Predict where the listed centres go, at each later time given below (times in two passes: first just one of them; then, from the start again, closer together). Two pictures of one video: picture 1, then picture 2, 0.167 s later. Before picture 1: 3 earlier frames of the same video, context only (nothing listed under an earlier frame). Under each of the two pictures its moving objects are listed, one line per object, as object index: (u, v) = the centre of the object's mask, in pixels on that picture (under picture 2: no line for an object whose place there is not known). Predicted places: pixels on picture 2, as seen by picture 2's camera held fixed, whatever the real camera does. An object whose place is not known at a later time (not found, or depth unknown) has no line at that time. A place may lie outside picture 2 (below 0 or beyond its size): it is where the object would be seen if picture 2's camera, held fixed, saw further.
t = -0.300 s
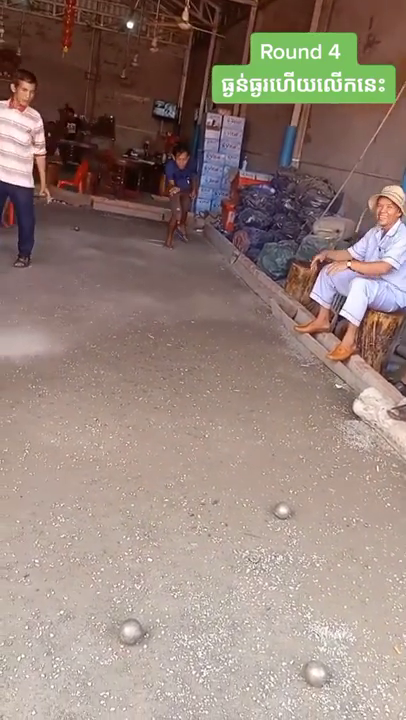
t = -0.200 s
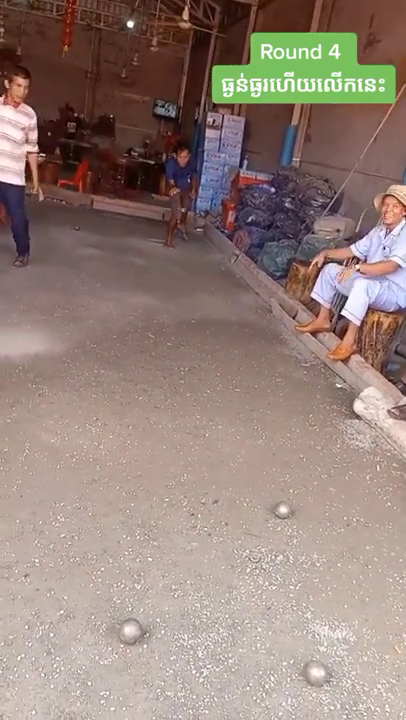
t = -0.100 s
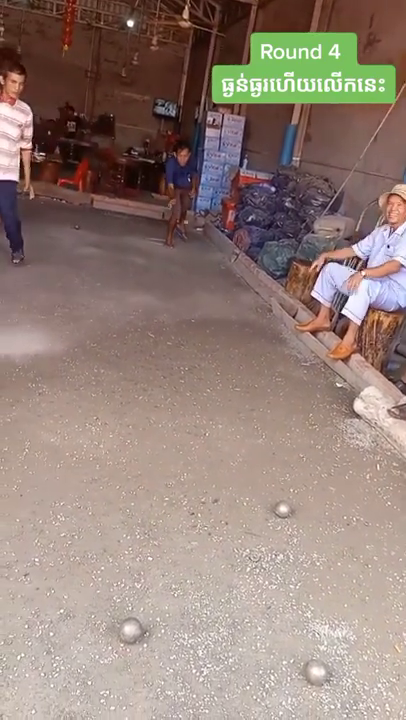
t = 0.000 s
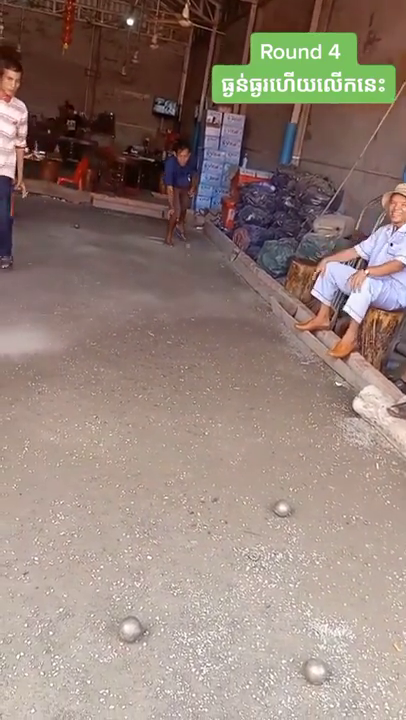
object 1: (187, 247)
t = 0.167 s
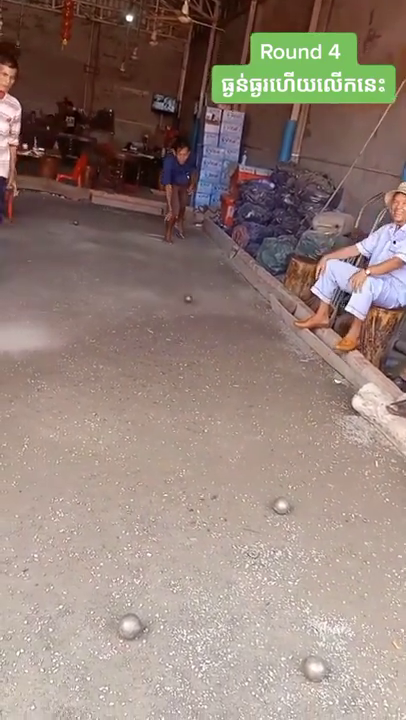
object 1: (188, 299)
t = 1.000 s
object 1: (206, 364)
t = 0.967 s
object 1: (205, 361)
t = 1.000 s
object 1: (206, 364)
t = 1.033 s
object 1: (208, 367)
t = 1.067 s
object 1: (208, 372)
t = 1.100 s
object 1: (209, 373)
